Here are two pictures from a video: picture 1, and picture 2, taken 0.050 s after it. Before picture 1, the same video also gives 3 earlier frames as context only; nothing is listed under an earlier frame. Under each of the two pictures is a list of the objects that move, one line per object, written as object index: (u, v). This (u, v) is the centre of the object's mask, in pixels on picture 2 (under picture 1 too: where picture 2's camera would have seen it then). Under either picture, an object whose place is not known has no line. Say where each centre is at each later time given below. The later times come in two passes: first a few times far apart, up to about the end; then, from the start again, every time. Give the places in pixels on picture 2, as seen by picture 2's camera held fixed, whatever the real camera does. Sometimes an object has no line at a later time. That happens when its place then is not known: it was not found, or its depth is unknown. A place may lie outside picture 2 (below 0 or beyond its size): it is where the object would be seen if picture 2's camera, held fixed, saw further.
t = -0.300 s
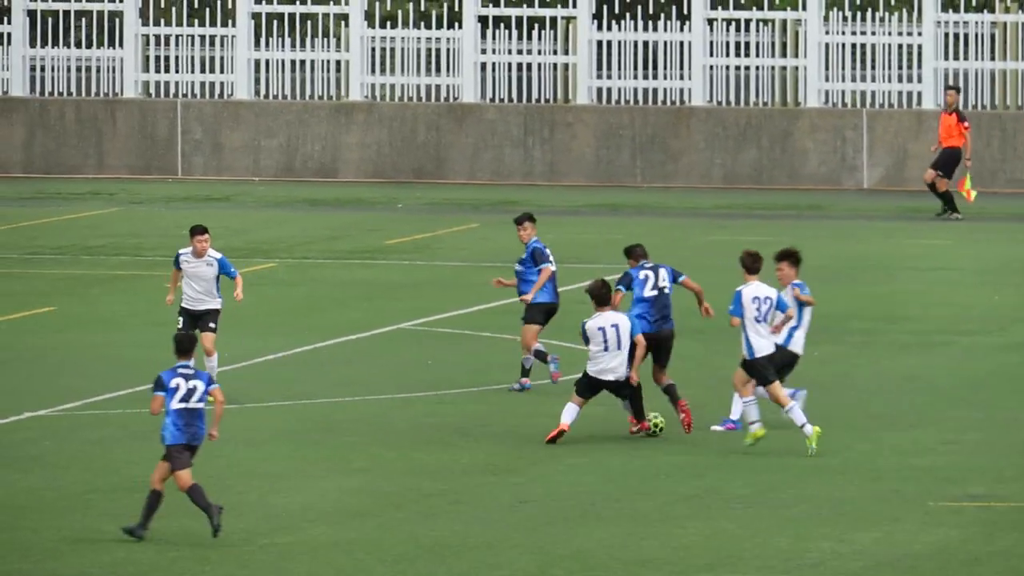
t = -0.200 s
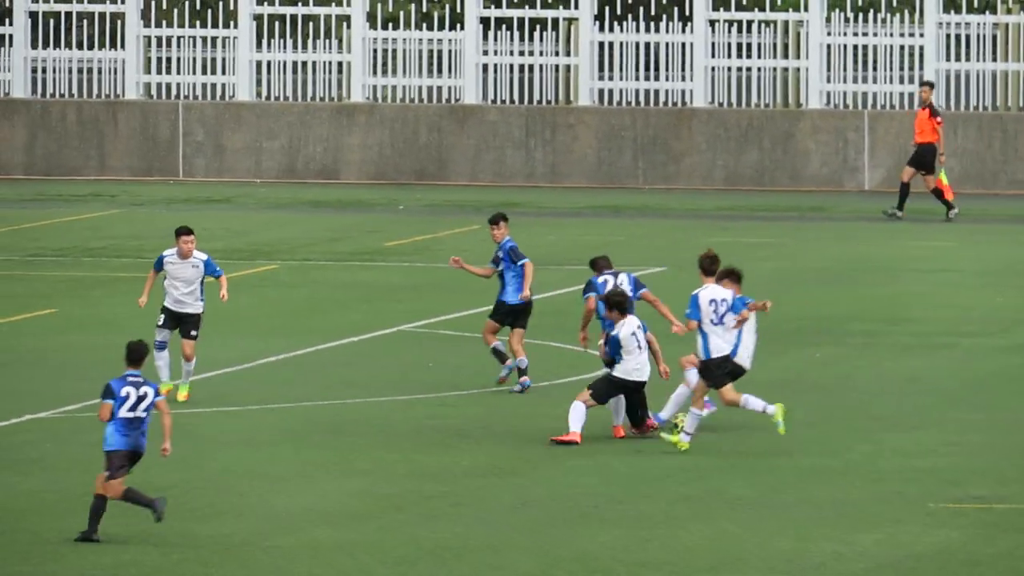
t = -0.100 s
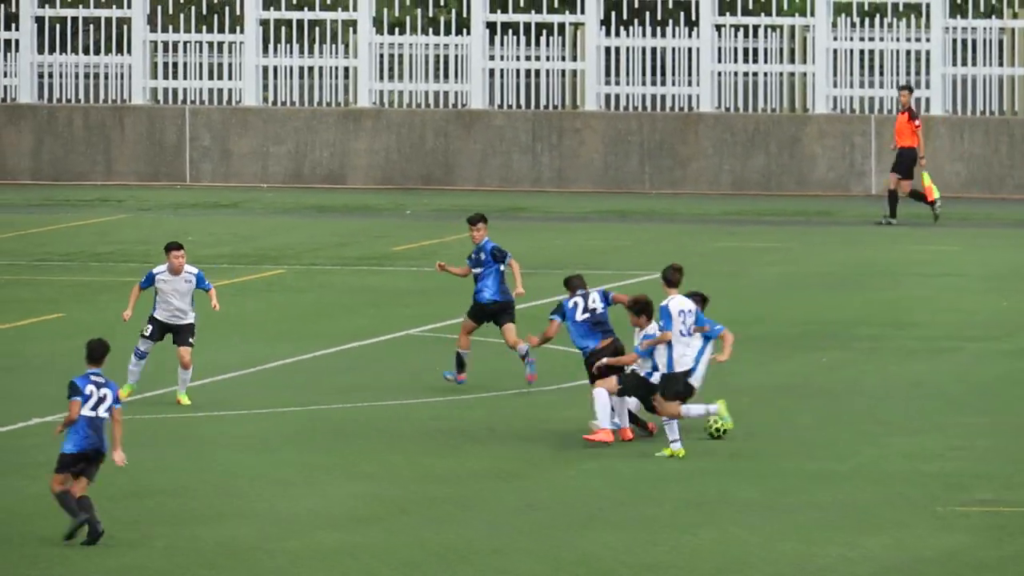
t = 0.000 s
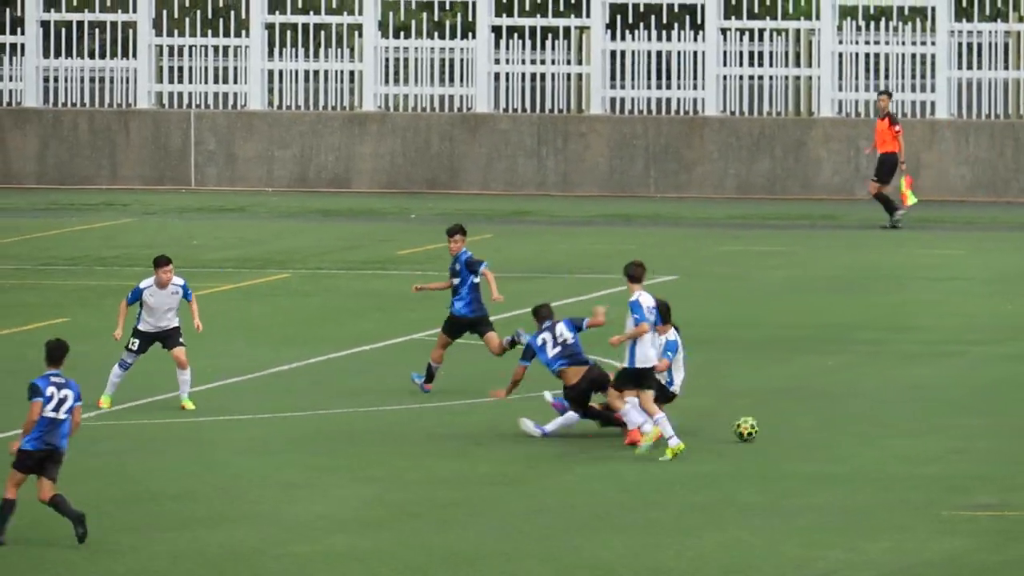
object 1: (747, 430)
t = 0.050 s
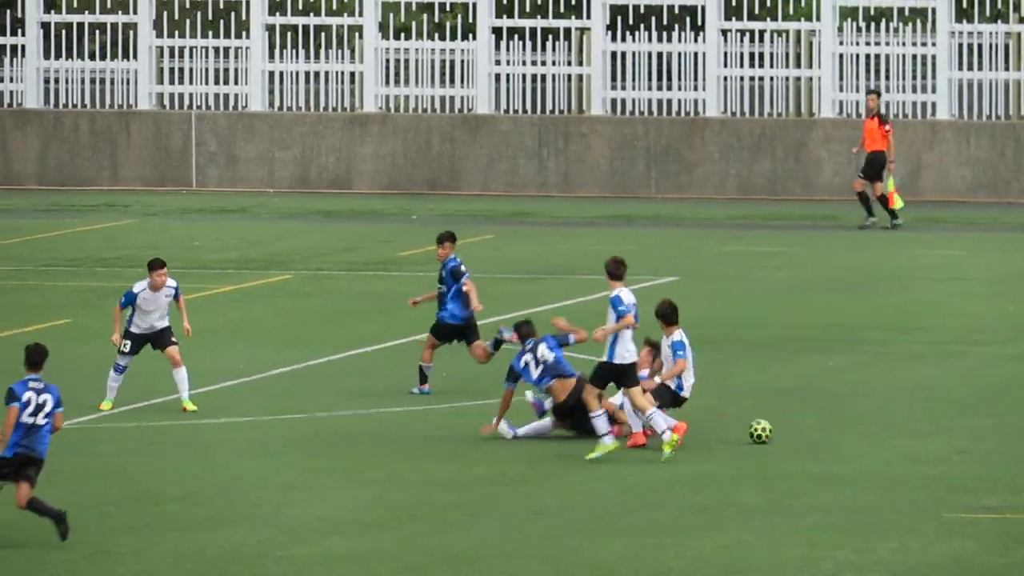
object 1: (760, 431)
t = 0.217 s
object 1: (797, 427)
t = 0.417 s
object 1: (838, 425)
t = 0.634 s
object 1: (881, 421)
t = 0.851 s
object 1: (922, 420)
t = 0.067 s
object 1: (763, 431)
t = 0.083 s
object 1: (767, 430)
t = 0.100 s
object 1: (771, 429)
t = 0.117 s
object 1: (775, 429)
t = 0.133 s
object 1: (779, 428)
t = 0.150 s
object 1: (782, 429)
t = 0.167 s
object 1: (786, 428)
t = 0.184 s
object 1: (790, 428)
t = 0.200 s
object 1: (793, 427)
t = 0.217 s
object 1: (797, 427)
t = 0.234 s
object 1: (800, 428)
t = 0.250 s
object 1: (804, 427)
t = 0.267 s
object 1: (807, 427)
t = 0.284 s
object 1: (810, 427)
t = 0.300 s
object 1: (814, 427)
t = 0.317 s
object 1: (818, 426)
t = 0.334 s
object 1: (821, 425)
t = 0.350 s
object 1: (824, 425)
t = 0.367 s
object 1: (828, 424)
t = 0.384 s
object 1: (832, 425)
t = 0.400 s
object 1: (835, 425)
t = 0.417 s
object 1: (838, 425)
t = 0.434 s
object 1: (841, 424)
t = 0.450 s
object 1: (844, 424)
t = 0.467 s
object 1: (847, 424)
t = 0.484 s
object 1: (851, 423)
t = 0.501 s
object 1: (854, 423)
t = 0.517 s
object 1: (857, 423)
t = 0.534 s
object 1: (861, 422)
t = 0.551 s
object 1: (864, 422)
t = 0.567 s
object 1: (867, 423)
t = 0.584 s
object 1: (871, 422)
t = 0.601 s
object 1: (875, 422)
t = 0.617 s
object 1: (878, 421)
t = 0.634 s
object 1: (881, 421)
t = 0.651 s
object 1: (883, 420)
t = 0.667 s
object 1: (887, 421)
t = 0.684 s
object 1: (891, 421)
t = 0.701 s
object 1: (894, 420)
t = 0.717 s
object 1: (897, 420)
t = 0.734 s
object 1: (900, 420)
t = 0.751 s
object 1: (903, 421)
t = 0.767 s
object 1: (906, 421)
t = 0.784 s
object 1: (909, 421)
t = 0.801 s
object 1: (912, 420)
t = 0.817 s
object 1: (916, 420)
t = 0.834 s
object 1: (919, 420)
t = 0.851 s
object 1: (922, 420)
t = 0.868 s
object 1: (925, 420)
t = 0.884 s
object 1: (928, 419)
